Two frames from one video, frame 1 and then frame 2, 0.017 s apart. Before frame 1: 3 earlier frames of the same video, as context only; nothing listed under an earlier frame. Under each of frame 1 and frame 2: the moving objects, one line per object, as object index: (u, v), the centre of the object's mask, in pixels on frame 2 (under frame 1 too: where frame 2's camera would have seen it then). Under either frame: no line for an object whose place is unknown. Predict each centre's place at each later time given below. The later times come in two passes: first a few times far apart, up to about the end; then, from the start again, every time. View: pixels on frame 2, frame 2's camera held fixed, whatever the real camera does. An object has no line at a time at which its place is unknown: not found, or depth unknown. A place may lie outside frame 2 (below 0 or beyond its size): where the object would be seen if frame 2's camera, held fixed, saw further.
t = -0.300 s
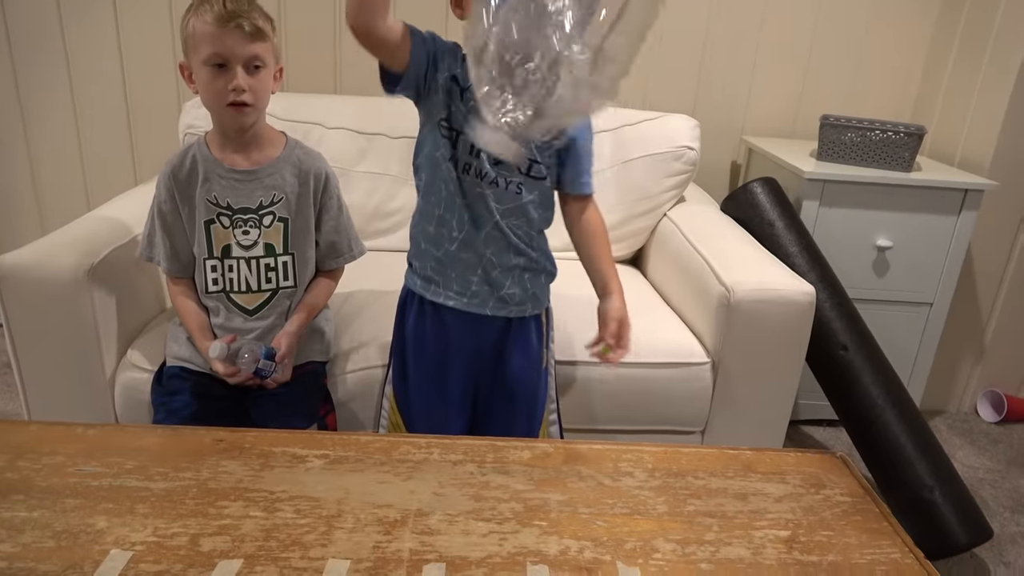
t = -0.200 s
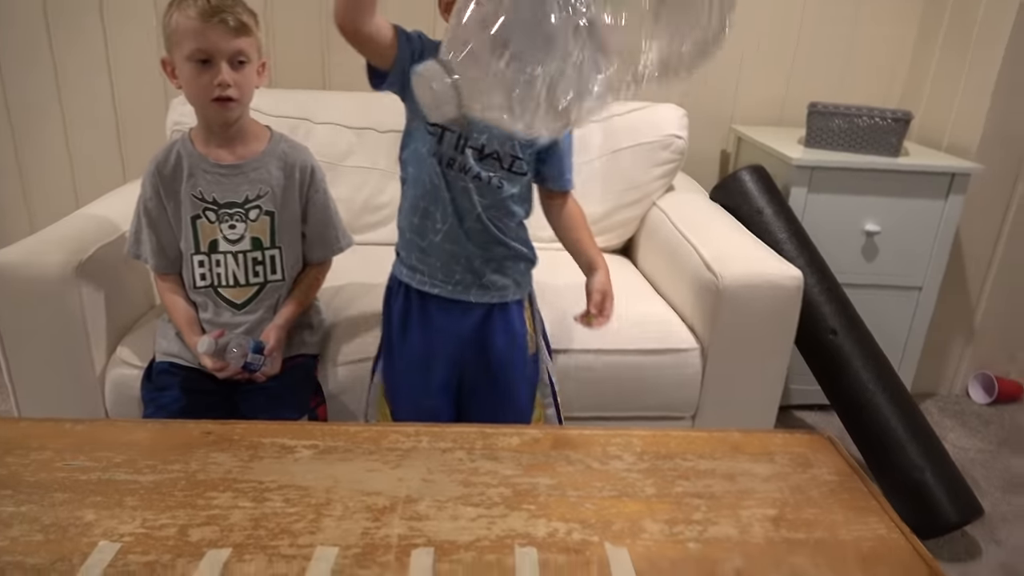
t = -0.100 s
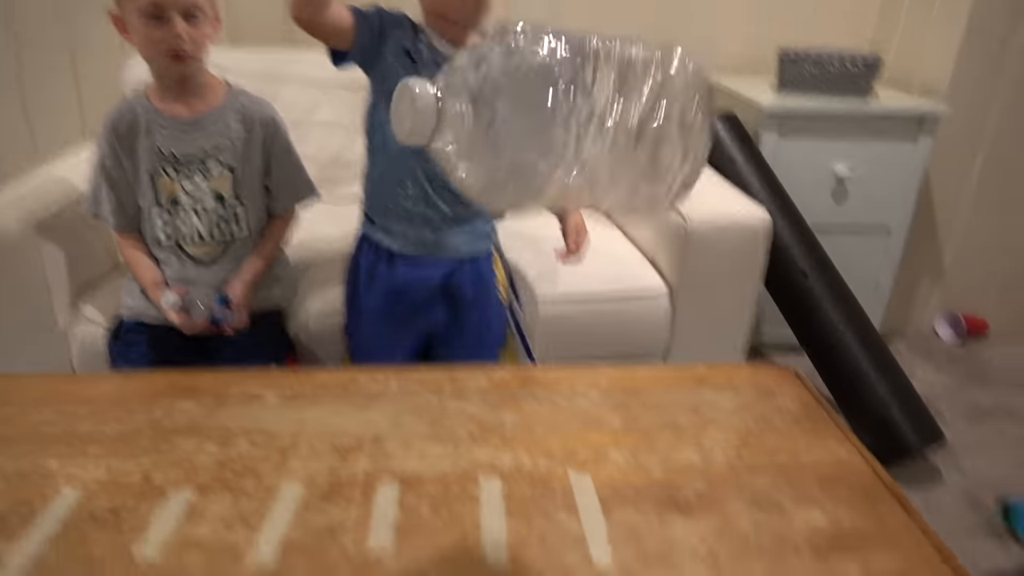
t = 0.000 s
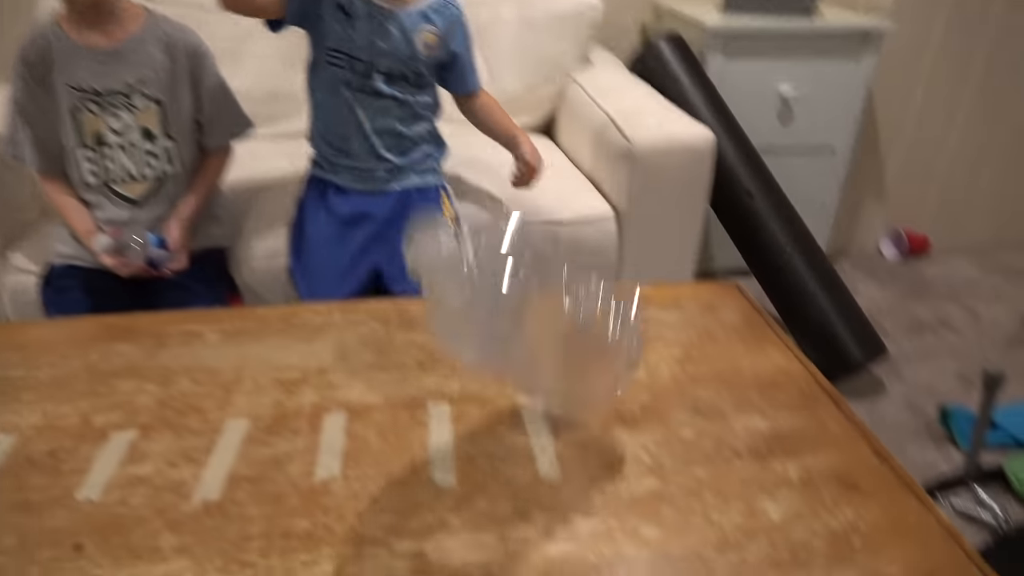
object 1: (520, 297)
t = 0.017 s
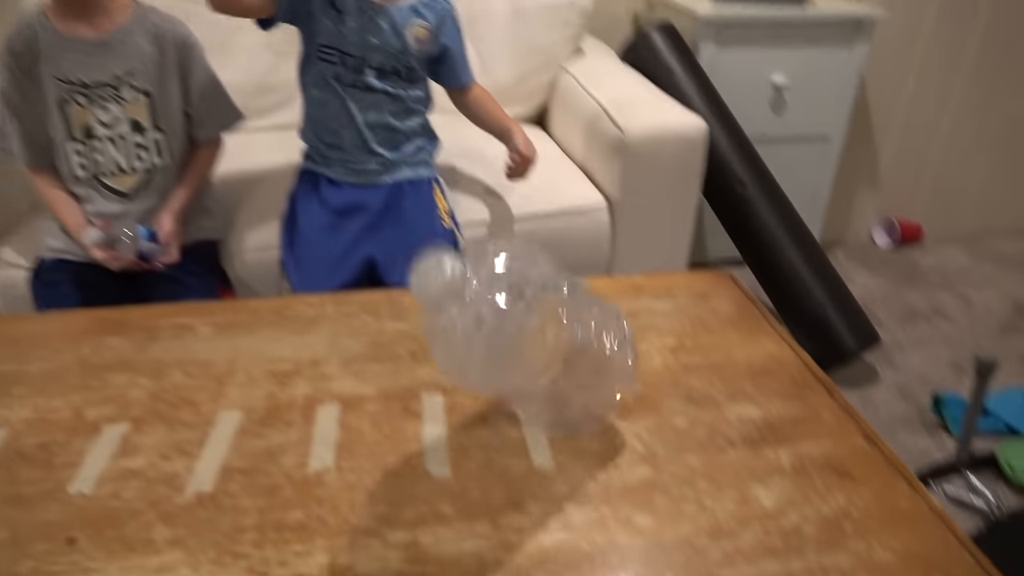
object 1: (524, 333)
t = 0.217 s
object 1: (508, 442)
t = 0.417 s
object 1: (545, 463)
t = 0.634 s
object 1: (588, 482)
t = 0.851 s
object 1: (613, 490)
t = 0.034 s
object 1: (522, 328)
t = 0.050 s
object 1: (520, 335)
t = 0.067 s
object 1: (517, 349)
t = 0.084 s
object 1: (513, 360)
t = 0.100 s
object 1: (510, 372)
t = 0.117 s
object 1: (506, 387)
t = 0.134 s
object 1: (503, 405)
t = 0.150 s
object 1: (501, 424)
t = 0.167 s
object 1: (504, 430)
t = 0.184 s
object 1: (505, 431)
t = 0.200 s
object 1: (505, 438)
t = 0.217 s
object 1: (508, 442)
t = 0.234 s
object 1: (509, 445)
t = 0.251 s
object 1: (512, 447)
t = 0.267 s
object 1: (514, 448)
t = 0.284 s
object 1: (518, 450)
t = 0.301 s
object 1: (520, 451)
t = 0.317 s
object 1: (524, 452)
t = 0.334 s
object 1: (526, 454)
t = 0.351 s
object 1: (530, 456)
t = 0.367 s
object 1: (533, 457)
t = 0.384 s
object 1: (537, 460)
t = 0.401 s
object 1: (540, 462)
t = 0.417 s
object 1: (545, 463)
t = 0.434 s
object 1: (549, 464)
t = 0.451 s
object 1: (553, 466)
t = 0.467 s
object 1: (556, 467)
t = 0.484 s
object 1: (560, 469)
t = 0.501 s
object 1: (563, 470)
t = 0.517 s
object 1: (567, 473)
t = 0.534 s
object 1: (570, 474)
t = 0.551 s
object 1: (573, 476)
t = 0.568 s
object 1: (576, 477)
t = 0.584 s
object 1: (580, 478)
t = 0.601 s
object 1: (581, 481)
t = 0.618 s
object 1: (586, 481)
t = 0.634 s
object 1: (588, 482)
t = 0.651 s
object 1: (591, 484)
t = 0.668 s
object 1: (593, 485)
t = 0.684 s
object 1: (595, 486)
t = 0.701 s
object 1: (598, 487)
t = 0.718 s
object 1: (600, 488)
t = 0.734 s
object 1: (602, 489)
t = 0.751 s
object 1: (604, 489)
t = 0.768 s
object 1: (606, 490)
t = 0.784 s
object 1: (608, 490)
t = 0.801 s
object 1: (609, 491)
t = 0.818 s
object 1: (610, 490)
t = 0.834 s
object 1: (612, 490)
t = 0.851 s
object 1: (613, 490)
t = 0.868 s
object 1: (615, 490)
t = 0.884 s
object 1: (615, 489)
